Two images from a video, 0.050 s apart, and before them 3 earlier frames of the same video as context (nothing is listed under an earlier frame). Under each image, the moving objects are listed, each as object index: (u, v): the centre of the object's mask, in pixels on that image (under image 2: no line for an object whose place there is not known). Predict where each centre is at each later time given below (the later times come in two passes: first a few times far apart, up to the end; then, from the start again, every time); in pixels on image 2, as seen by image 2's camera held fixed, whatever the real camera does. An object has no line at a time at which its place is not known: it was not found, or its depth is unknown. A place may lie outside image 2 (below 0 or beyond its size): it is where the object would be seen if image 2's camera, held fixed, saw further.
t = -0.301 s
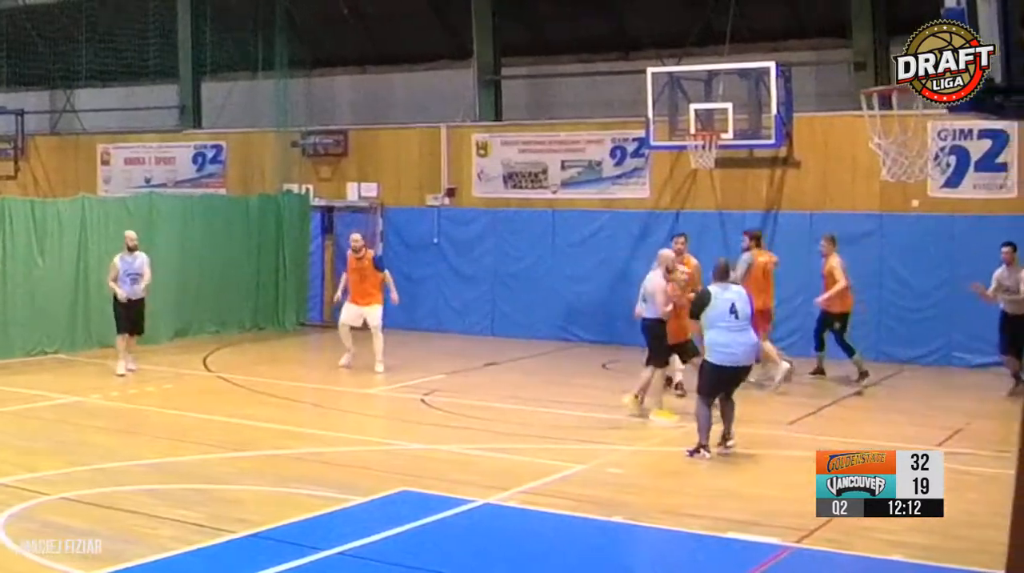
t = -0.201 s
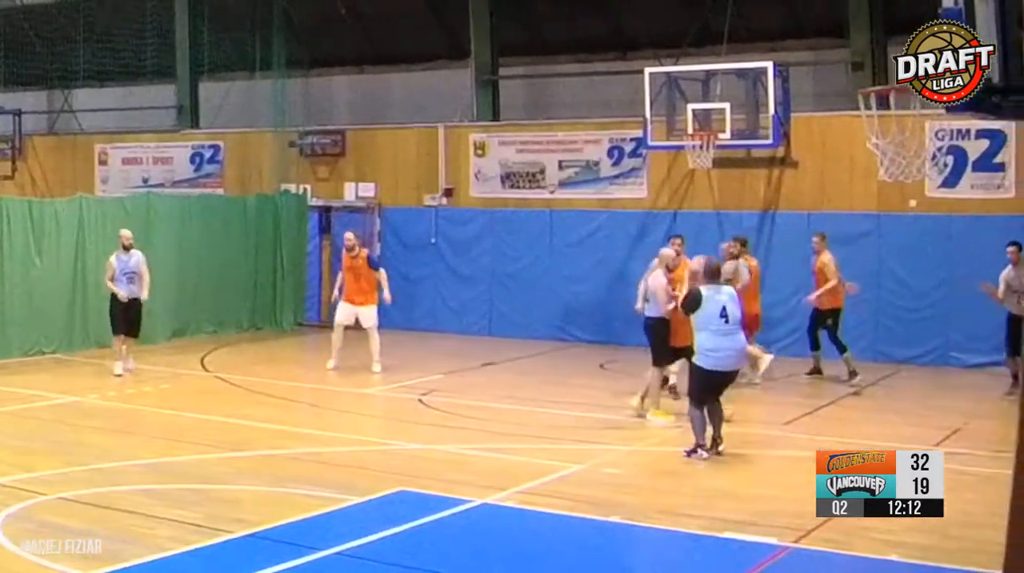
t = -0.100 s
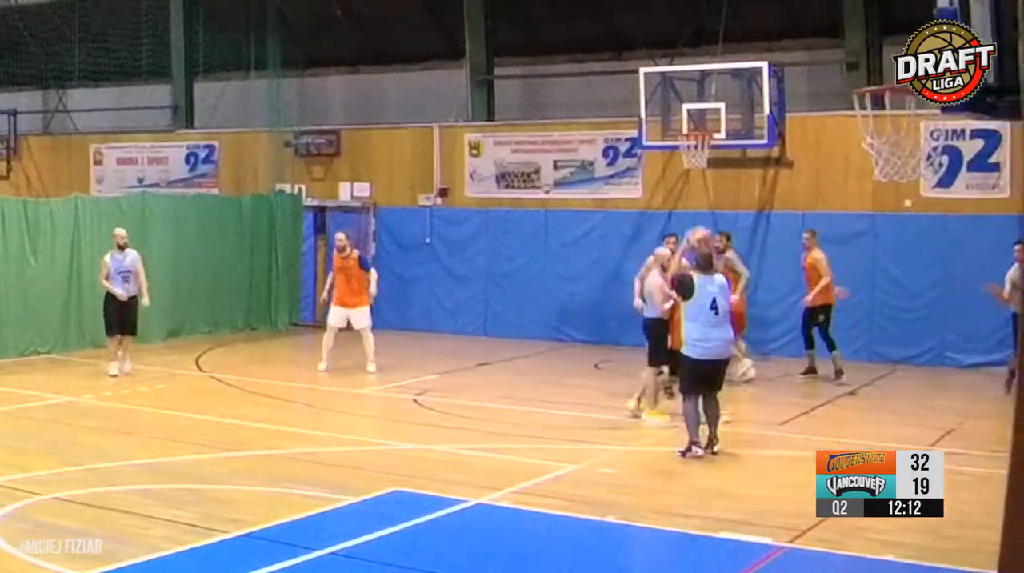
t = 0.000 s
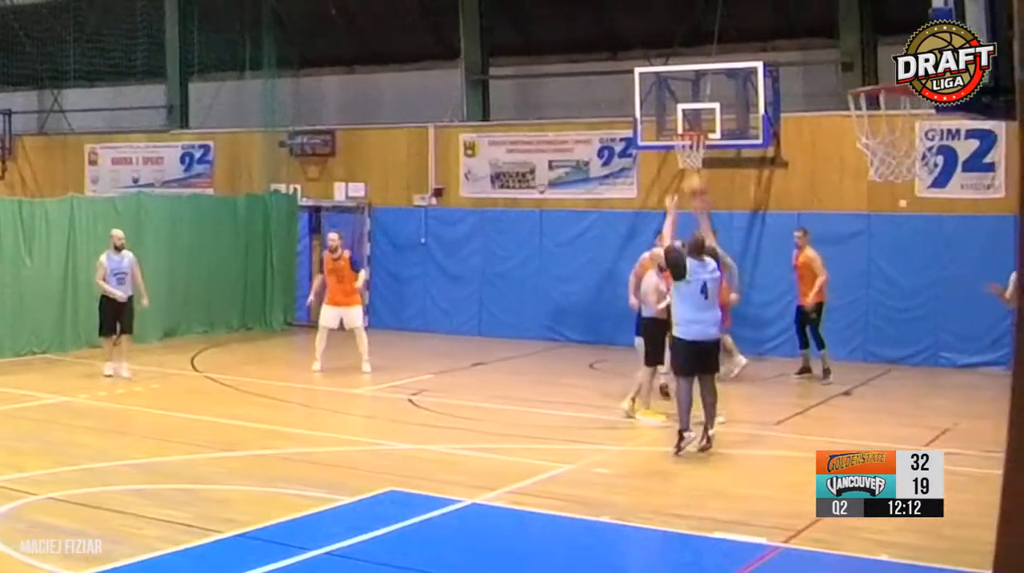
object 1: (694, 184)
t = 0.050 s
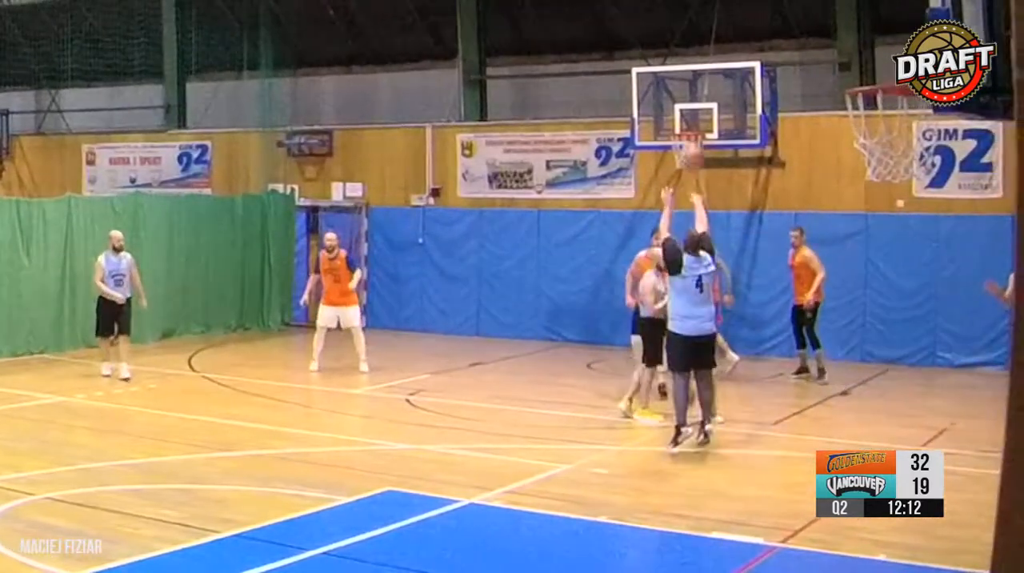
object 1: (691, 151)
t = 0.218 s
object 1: (688, 79)
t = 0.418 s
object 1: (685, 32)
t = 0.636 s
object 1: (684, 23)
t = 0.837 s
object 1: (685, 47)
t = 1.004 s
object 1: (687, 88)
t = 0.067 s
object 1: (691, 143)
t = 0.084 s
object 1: (691, 138)
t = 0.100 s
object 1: (691, 129)
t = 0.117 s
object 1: (689, 121)
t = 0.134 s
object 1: (690, 118)
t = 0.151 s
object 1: (689, 103)
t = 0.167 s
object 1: (689, 98)
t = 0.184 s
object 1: (688, 91)
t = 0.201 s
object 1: (689, 84)
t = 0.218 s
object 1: (688, 79)
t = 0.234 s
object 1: (687, 73)
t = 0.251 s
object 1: (688, 68)
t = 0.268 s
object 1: (687, 63)
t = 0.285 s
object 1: (686, 59)
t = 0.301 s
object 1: (686, 52)
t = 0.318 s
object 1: (686, 48)
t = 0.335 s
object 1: (686, 46)
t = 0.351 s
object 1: (686, 42)
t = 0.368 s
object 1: (686, 39)
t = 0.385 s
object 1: (685, 36)
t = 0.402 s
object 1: (685, 34)
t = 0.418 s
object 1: (685, 32)
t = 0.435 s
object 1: (685, 30)
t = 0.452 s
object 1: (685, 27)
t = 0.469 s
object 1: (685, 26)
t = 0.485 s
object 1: (685, 24)
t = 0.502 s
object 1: (685, 23)
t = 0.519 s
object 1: (685, 23)
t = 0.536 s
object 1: (685, 22)
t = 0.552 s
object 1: (685, 22)
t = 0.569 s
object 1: (685, 22)
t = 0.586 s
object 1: (684, 22)
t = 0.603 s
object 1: (684, 22)
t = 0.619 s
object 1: (684, 22)
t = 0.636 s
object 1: (684, 23)
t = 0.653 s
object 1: (684, 24)
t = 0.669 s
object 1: (684, 25)
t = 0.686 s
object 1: (684, 27)
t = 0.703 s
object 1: (684, 28)
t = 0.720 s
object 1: (684, 30)
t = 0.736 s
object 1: (684, 32)
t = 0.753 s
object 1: (684, 34)
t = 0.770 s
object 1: (685, 36)
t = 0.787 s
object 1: (685, 39)
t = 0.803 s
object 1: (685, 41)
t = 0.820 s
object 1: (685, 45)
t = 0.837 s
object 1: (685, 47)
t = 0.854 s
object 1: (685, 49)
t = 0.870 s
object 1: (685, 52)
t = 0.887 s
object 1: (686, 57)
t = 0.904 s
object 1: (686, 62)
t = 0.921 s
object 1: (686, 65)
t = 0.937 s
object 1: (686, 71)
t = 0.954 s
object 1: (686, 76)
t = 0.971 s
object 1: (687, 78)
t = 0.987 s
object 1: (687, 85)
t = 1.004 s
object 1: (687, 88)
